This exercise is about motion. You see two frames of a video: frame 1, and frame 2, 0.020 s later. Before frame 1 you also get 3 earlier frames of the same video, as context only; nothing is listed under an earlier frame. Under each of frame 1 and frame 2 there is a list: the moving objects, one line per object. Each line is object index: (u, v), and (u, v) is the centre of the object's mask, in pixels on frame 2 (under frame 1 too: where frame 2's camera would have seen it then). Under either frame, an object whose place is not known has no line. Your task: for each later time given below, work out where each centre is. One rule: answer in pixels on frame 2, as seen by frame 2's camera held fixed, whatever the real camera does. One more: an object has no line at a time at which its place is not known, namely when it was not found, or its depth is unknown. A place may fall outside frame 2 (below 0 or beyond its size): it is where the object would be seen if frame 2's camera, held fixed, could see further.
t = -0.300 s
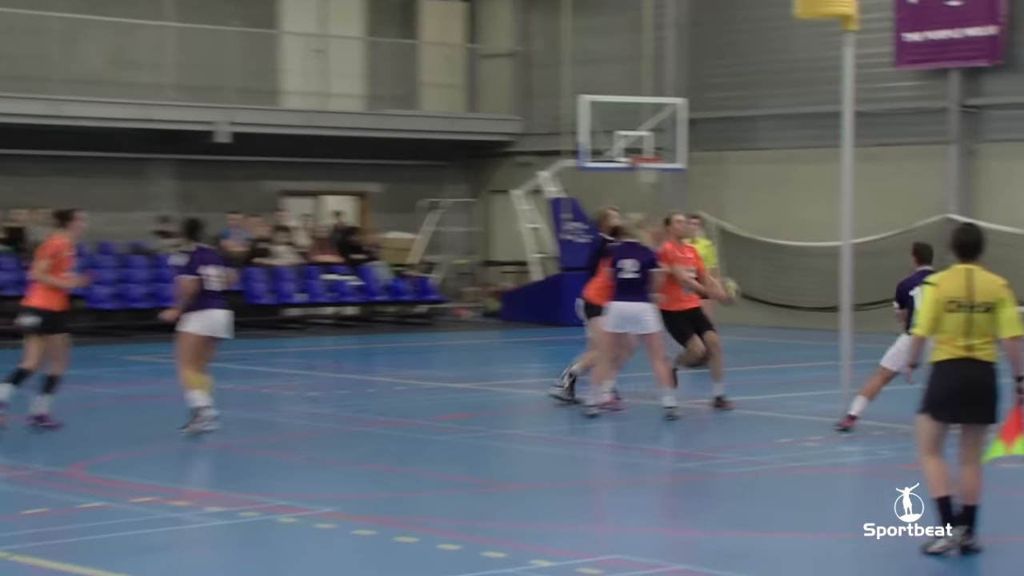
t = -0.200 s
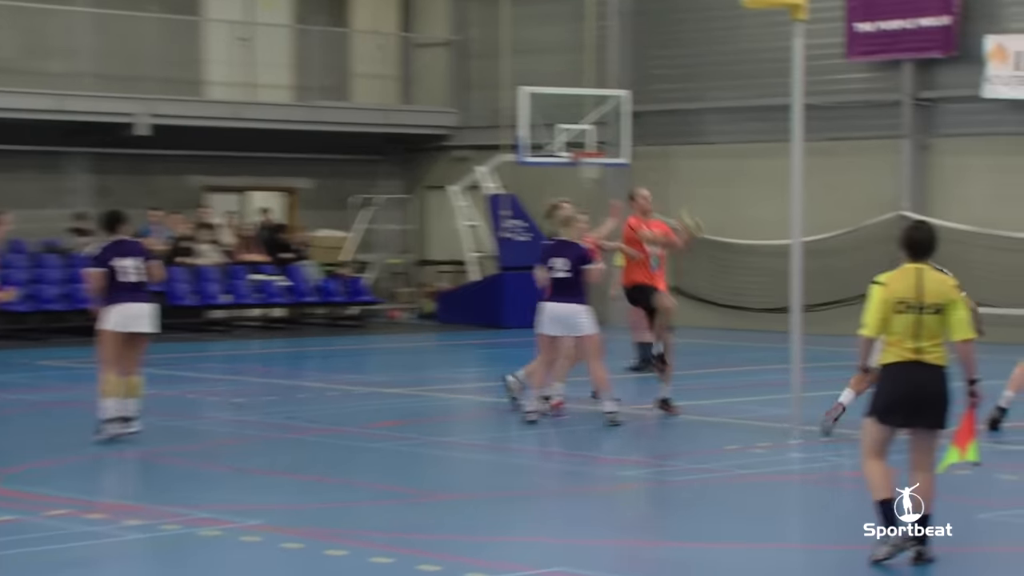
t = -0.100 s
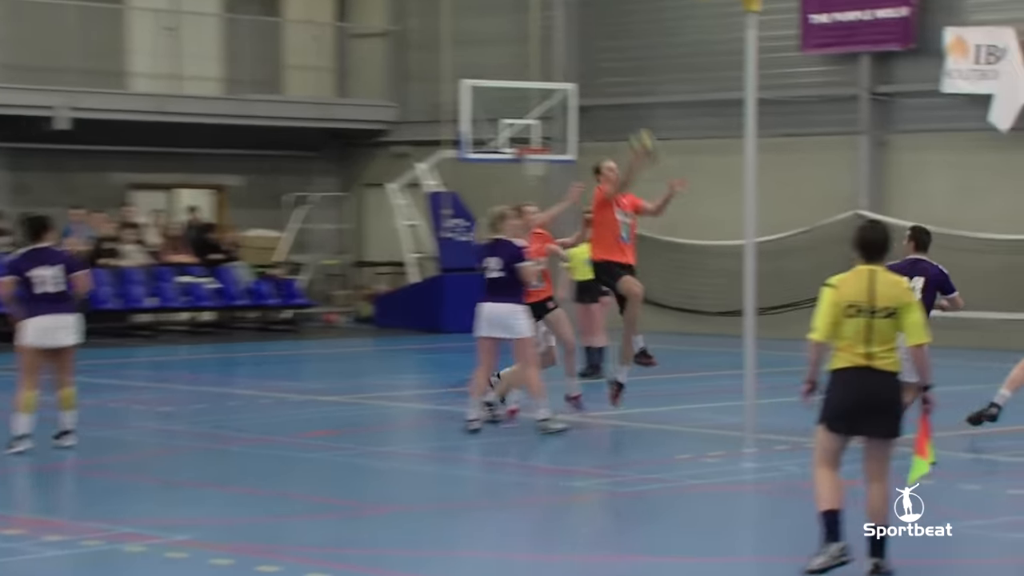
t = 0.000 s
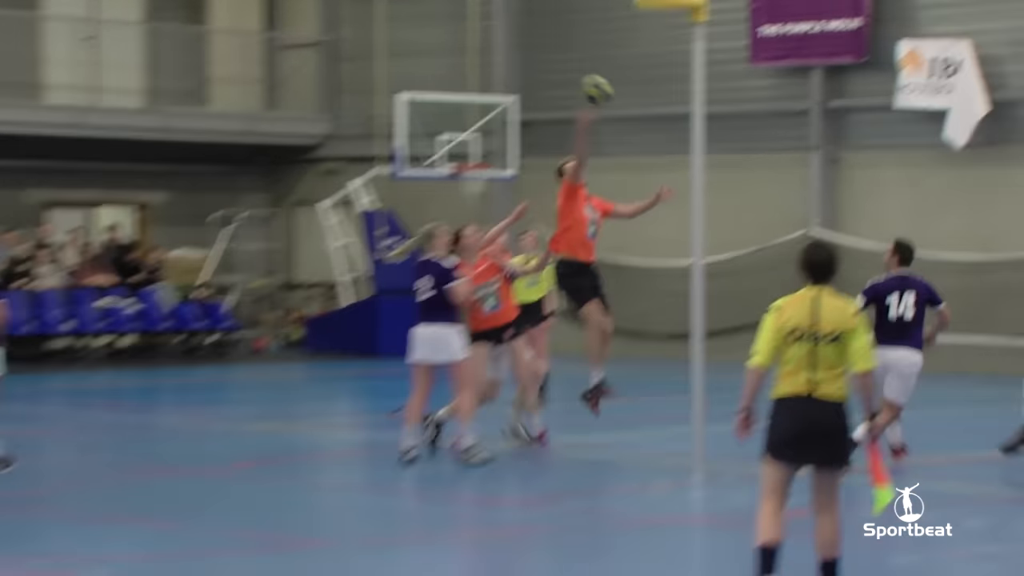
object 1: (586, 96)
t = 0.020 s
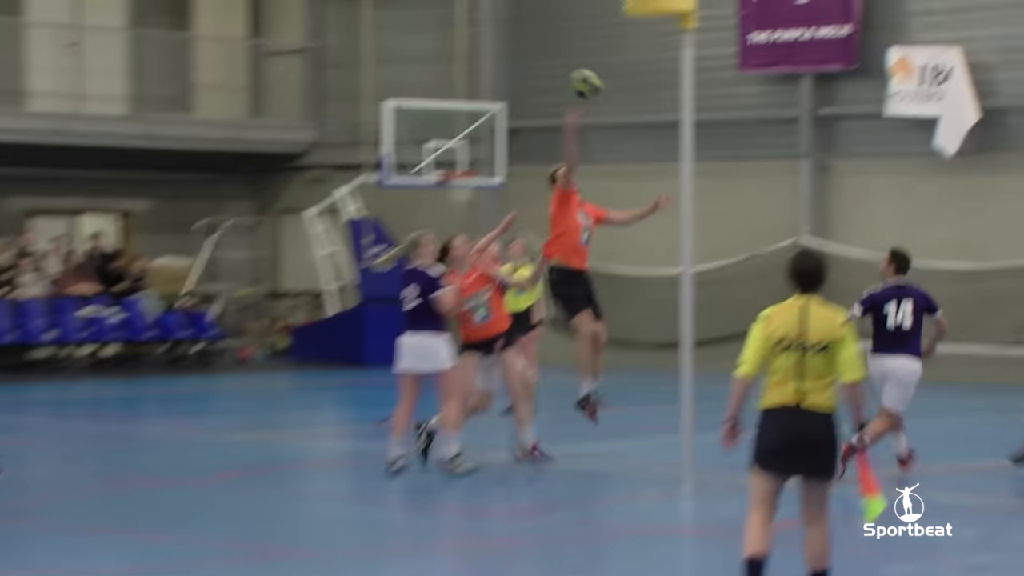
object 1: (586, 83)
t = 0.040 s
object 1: (586, 72)
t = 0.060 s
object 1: (587, 61)
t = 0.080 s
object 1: (588, 51)
